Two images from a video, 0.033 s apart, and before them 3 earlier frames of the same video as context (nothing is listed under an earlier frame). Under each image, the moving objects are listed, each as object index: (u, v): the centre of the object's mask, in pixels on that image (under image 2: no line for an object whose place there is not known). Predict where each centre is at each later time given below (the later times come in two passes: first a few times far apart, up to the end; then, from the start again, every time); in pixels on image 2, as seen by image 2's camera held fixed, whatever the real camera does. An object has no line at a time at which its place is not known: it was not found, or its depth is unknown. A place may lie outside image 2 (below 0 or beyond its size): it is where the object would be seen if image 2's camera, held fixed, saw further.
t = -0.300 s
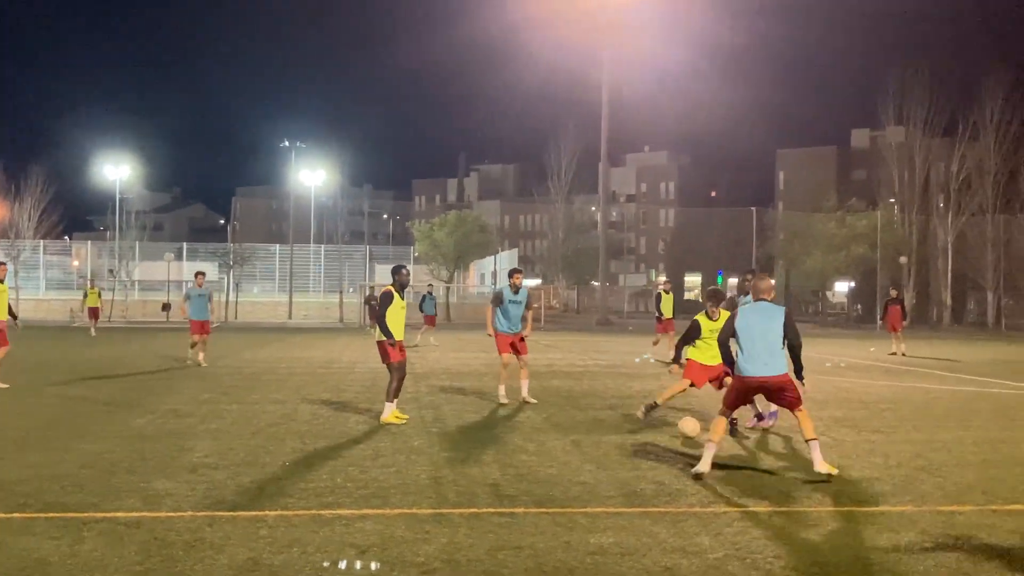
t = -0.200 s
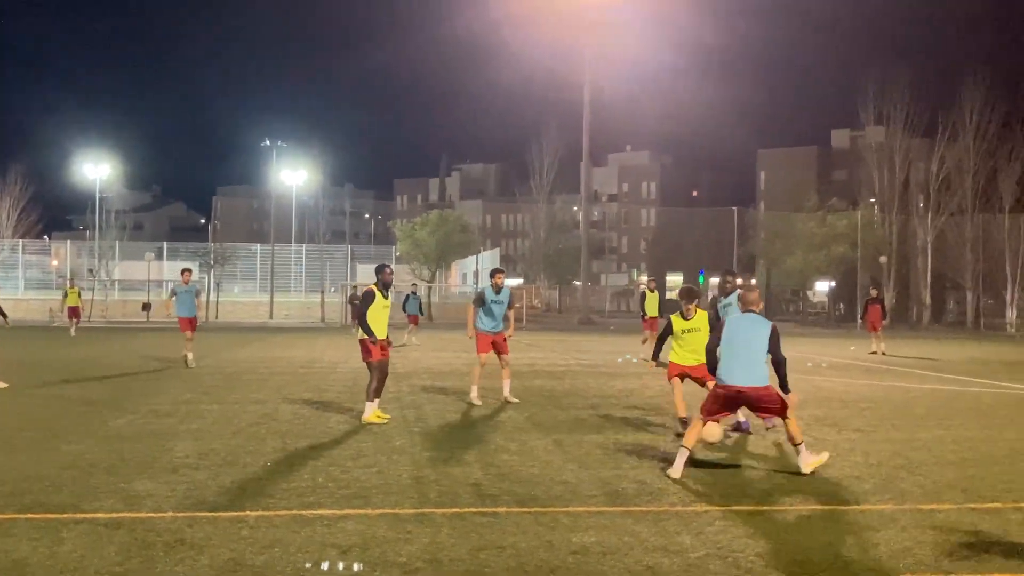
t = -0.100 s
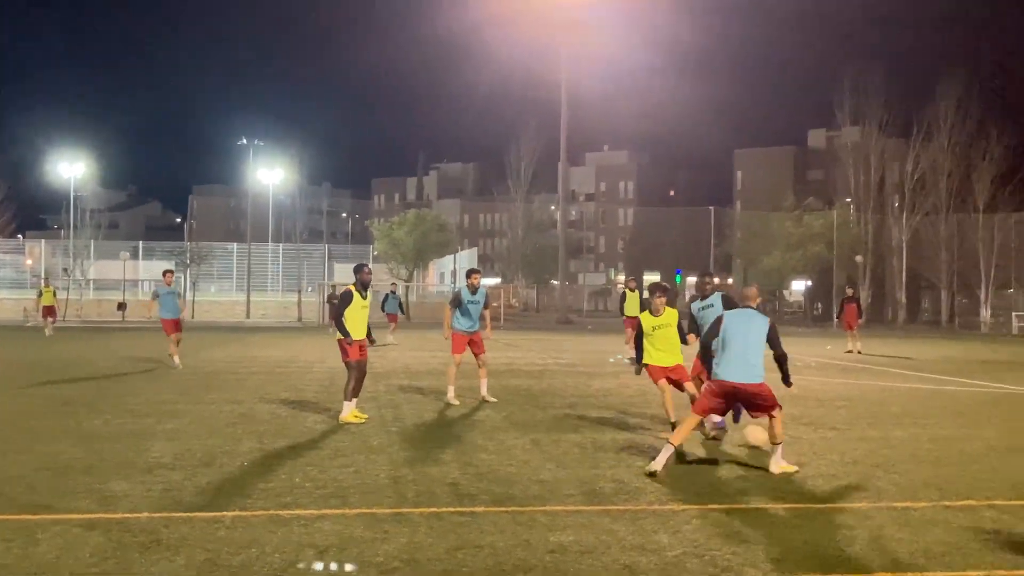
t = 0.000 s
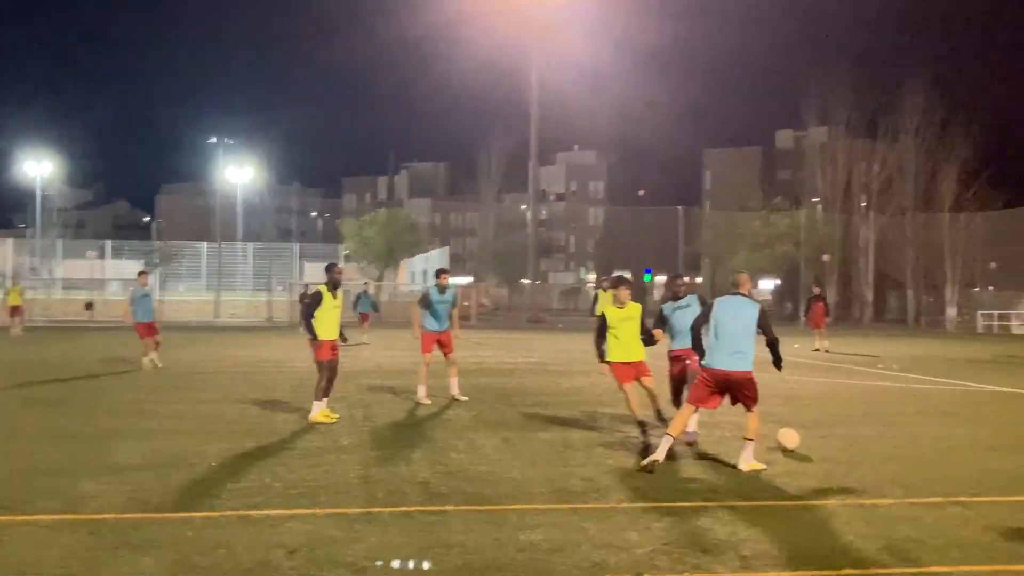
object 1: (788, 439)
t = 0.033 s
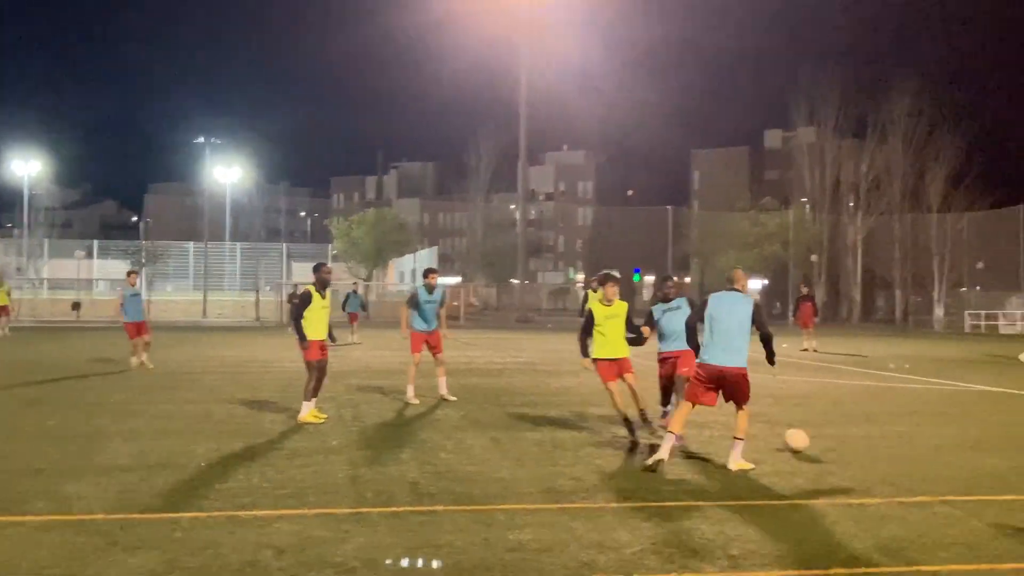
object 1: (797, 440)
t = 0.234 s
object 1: (917, 451)
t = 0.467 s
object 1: (1071, 467)
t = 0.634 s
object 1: (1197, 480)
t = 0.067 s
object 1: (817, 442)
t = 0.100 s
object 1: (837, 444)
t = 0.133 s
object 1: (857, 446)
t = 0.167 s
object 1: (878, 448)
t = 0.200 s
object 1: (897, 450)
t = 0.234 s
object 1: (917, 451)
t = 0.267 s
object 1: (939, 453)
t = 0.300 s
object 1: (959, 455)
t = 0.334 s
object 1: (980, 457)
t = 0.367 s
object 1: (1003, 460)
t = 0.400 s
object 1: (1025, 462)
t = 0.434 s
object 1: (1047, 464)
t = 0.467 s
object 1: (1071, 467)
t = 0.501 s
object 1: (1095, 470)
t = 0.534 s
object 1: (1119, 473)
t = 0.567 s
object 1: (1144, 475)
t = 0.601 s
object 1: (1170, 477)
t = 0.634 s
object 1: (1197, 480)
